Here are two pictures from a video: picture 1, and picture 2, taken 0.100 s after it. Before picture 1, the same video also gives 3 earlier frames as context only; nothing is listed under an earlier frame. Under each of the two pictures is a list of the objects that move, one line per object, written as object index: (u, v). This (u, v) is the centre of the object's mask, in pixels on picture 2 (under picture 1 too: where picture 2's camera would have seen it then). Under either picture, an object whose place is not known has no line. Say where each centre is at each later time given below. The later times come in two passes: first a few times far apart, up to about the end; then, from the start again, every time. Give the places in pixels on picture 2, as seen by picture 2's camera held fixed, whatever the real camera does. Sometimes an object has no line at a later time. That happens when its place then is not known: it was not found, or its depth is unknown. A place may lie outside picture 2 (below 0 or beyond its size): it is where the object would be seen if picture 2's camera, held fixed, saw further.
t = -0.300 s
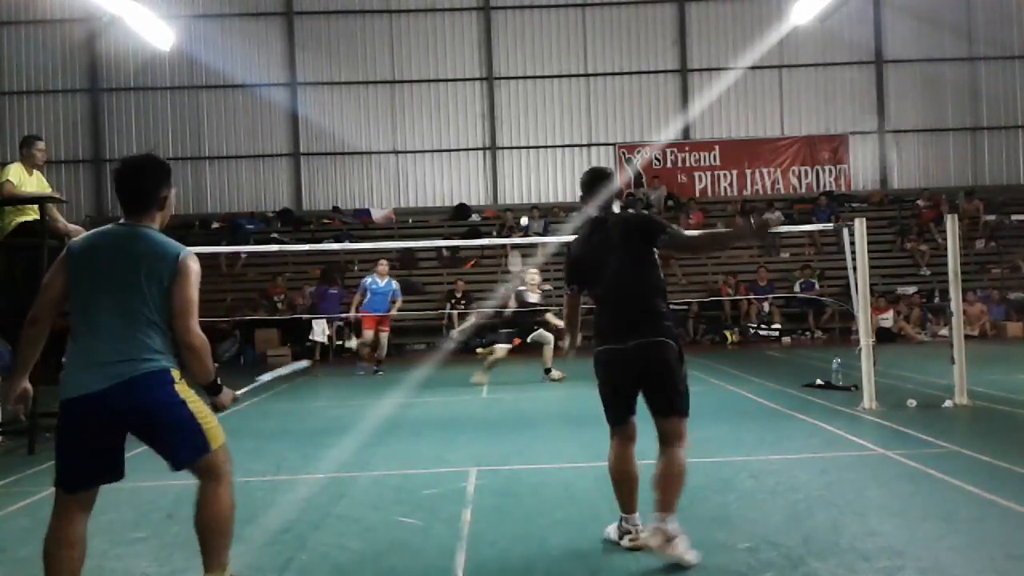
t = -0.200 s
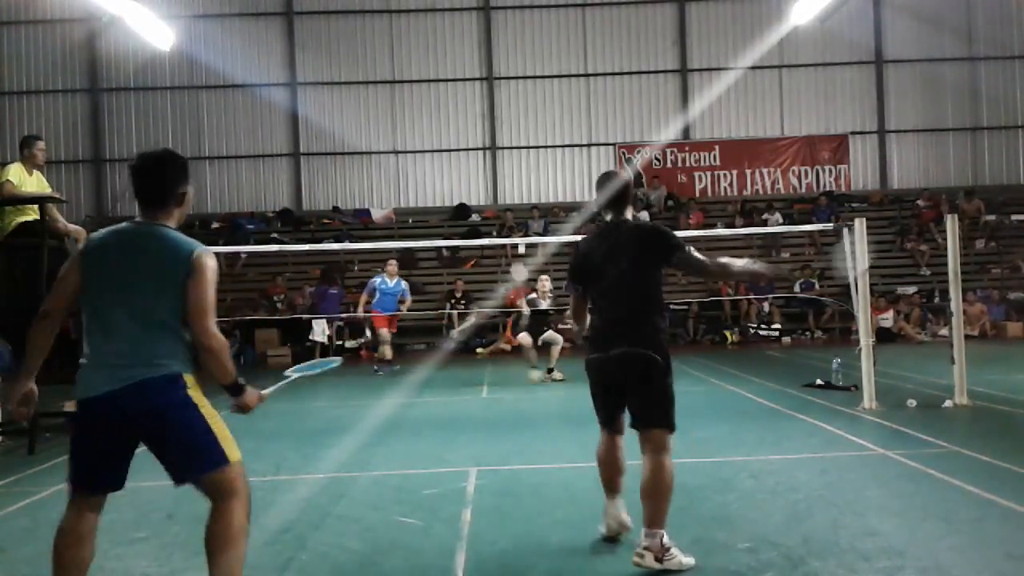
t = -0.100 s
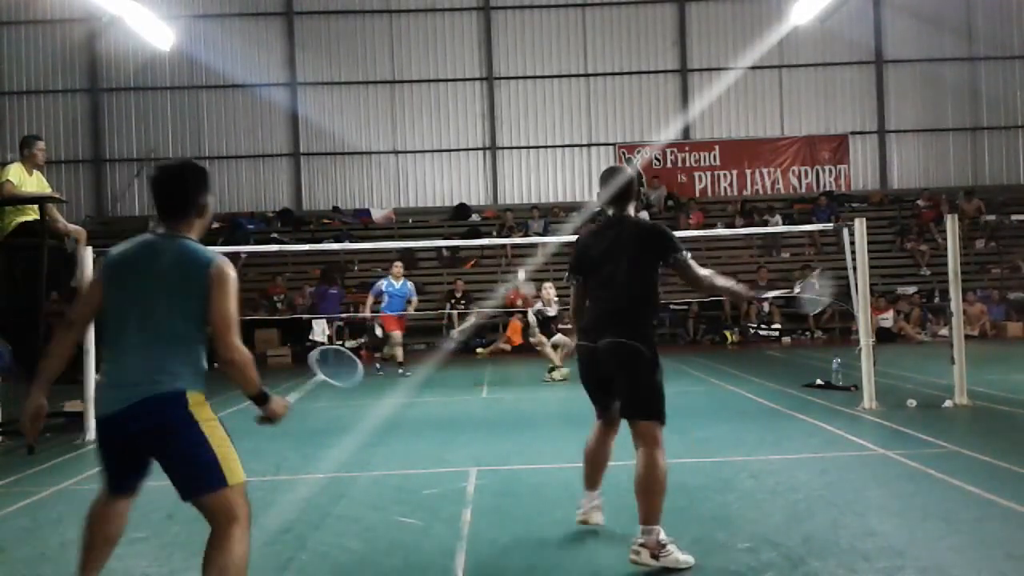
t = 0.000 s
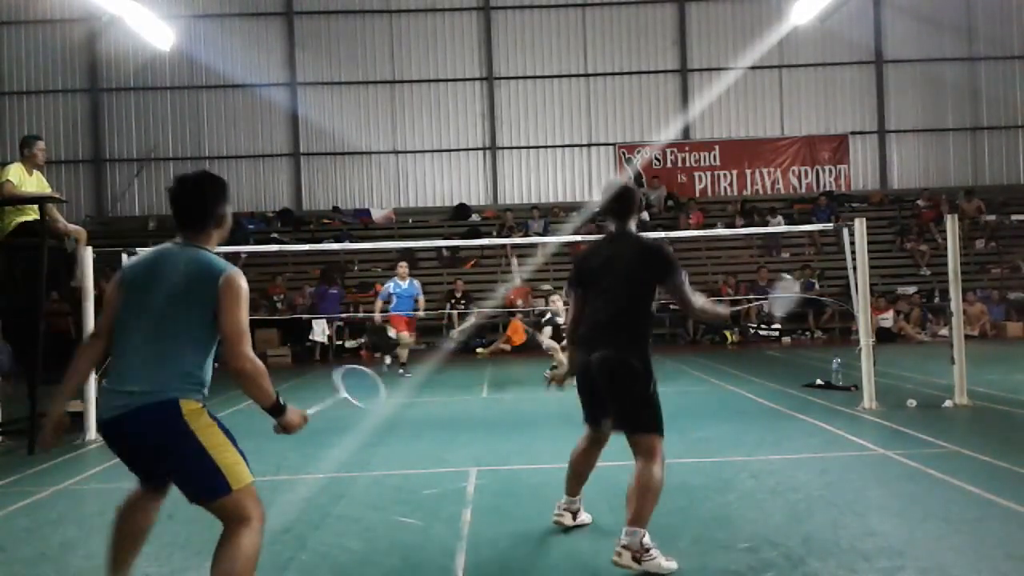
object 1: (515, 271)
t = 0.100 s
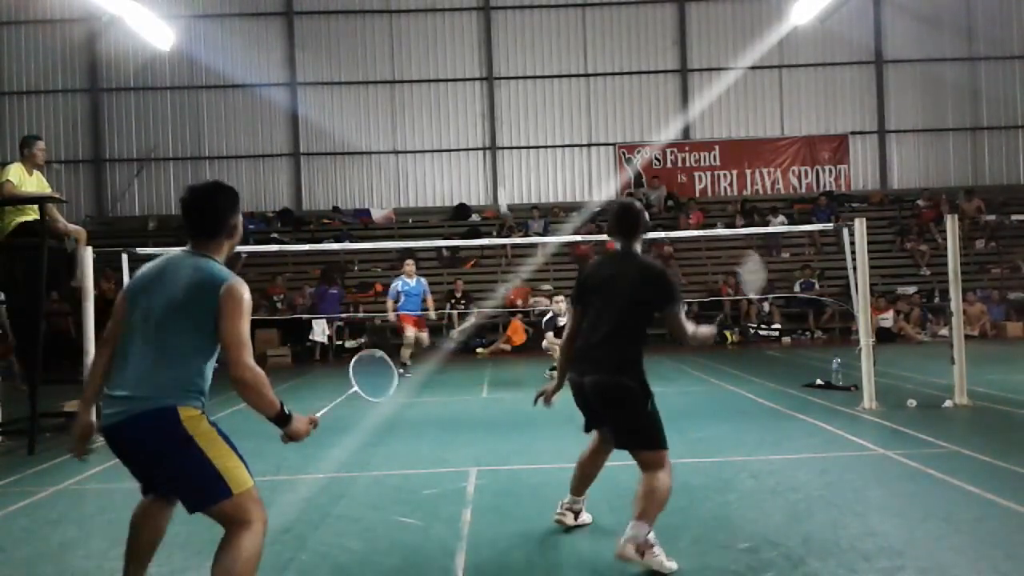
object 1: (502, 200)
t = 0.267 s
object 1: (480, 114)
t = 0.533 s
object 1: (443, 38)
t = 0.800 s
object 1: (400, 68)
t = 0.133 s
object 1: (498, 178)
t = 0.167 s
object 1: (494, 162)
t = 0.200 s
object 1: (489, 145)
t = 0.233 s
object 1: (485, 129)
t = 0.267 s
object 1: (480, 114)
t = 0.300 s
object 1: (476, 100)
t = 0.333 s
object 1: (471, 86)
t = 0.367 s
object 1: (466, 74)
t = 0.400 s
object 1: (462, 65)
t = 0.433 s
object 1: (457, 56)
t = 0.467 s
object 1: (452, 49)
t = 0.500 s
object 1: (448, 43)
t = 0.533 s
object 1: (443, 38)
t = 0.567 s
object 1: (438, 35)
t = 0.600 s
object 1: (432, 34)
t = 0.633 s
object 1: (428, 34)
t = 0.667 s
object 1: (422, 37)
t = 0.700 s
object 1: (417, 41)
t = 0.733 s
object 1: (411, 48)
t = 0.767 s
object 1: (406, 56)
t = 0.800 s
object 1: (400, 68)
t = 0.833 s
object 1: (394, 82)
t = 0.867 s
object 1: (388, 99)
